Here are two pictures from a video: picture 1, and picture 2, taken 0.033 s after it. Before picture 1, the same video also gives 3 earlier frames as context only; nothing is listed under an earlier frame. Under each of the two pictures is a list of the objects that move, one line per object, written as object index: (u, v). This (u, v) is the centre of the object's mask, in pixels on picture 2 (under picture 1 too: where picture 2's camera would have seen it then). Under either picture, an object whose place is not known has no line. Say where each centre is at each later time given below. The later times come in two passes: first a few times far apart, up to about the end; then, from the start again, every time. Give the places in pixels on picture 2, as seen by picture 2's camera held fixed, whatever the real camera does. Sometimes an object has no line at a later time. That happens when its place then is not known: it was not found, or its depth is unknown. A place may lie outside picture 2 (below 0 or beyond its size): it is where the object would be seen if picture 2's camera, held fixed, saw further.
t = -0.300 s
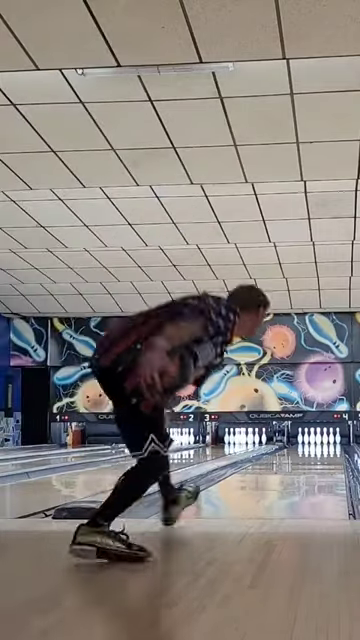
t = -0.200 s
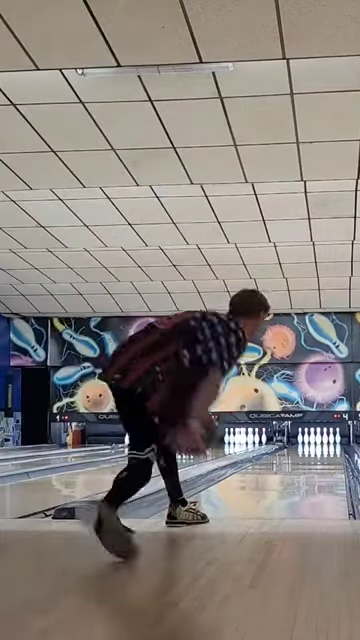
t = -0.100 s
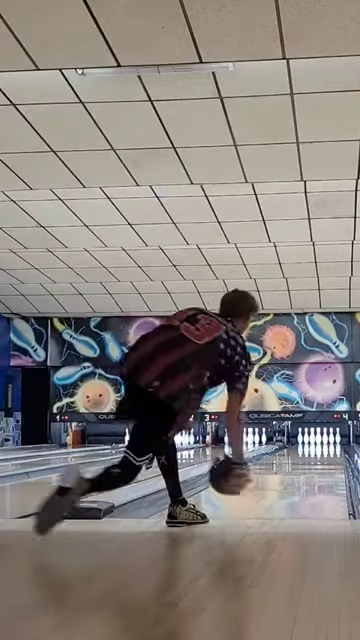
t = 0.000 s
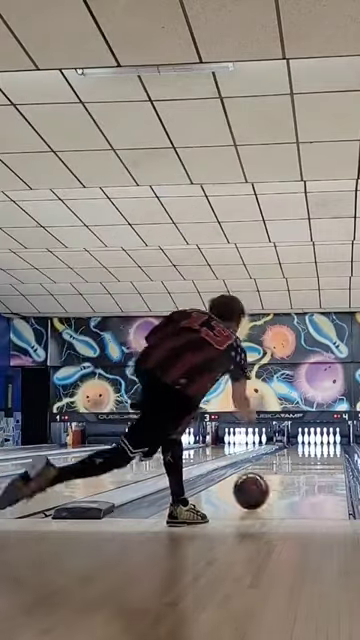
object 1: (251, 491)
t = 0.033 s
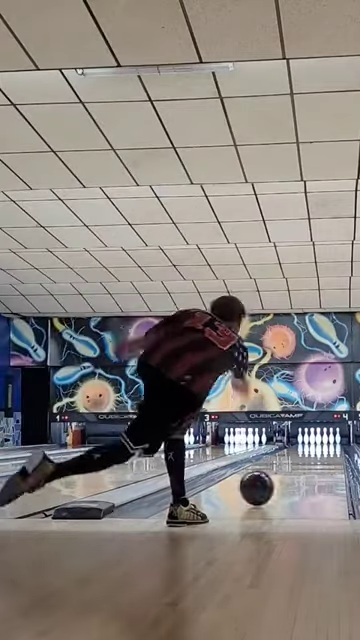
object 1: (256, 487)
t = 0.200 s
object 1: (278, 476)
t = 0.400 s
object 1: (296, 467)
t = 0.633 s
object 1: (309, 459)
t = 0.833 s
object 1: (317, 454)
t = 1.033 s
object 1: (323, 451)
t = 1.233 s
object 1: (327, 448)
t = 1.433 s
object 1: (329, 446)
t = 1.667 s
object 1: (331, 444)
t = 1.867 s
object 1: (332, 443)
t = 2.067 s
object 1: (330, 441)
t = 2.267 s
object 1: (325, 441)
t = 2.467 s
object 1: (324, 441)
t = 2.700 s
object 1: (327, 440)
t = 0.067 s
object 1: (261, 485)
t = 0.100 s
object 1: (266, 483)
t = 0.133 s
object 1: (271, 480)
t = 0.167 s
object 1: (275, 479)
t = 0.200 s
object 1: (278, 476)
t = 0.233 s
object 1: (282, 475)
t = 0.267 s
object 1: (285, 473)
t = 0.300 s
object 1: (288, 472)
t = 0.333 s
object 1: (290, 469)
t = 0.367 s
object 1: (293, 469)
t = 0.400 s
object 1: (296, 467)
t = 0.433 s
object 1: (298, 465)
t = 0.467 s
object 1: (300, 464)
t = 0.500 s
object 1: (302, 463)
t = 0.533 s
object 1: (304, 461)
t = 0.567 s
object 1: (306, 460)
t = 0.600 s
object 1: (308, 459)
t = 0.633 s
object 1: (309, 459)
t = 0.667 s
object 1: (311, 458)
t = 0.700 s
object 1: (312, 457)
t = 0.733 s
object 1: (313, 456)
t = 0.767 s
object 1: (315, 456)
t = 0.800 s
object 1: (316, 455)
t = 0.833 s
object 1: (317, 454)
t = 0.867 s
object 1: (318, 454)
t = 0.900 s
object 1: (319, 453)
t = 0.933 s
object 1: (320, 452)
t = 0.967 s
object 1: (321, 452)
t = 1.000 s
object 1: (322, 451)
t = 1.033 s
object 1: (323, 451)
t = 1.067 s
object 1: (323, 450)
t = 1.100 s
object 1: (324, 450)
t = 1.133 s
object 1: (325, 449)
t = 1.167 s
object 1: (325, 449)
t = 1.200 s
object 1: (326, 449)
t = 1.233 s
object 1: (327, 448)
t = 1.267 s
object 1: (328, 448)
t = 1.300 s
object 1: (328, 447)
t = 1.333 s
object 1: (328, 447)
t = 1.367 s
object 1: (328, 446)
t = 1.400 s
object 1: (329, 446)
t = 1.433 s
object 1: (329, 446)
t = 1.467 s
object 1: (330, 446)
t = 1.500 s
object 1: (330, 445)
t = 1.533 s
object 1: (330, 445)
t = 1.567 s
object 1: (331, 445)
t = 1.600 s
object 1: (331, 445)
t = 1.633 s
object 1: (332, 445)
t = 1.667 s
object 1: (331, 444)
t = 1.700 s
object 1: (332, 444)
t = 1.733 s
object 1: (332, 443)
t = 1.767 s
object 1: (332, 443)
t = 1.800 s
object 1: (332, 443)
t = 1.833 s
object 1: (332, 443)
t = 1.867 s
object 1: (332, 443)
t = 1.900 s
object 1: (332, 442)
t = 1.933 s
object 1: (331, 442)
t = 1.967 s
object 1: (331, 442)
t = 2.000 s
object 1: (331, 442)
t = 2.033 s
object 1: (330, 442)
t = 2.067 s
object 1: (330, 441)
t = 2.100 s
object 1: (329, 441)
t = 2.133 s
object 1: (328, 441)
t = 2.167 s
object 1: (327, 441)
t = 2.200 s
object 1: (327, 441)
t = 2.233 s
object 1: (326, 441)
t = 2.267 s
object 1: (325, 441)
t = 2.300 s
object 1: (325, 441)
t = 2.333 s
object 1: (324, 440)
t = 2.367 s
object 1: (324, 440)
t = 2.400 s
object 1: (325, 441)
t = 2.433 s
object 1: (325, 439)
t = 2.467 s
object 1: (324, 441)
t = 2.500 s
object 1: (326, 439)
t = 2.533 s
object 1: (325, 438)
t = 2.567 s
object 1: (324, 439)
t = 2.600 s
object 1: (326, 439)
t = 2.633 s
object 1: (327, 439)
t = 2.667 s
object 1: (327, 439)
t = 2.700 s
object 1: (327, 440)
